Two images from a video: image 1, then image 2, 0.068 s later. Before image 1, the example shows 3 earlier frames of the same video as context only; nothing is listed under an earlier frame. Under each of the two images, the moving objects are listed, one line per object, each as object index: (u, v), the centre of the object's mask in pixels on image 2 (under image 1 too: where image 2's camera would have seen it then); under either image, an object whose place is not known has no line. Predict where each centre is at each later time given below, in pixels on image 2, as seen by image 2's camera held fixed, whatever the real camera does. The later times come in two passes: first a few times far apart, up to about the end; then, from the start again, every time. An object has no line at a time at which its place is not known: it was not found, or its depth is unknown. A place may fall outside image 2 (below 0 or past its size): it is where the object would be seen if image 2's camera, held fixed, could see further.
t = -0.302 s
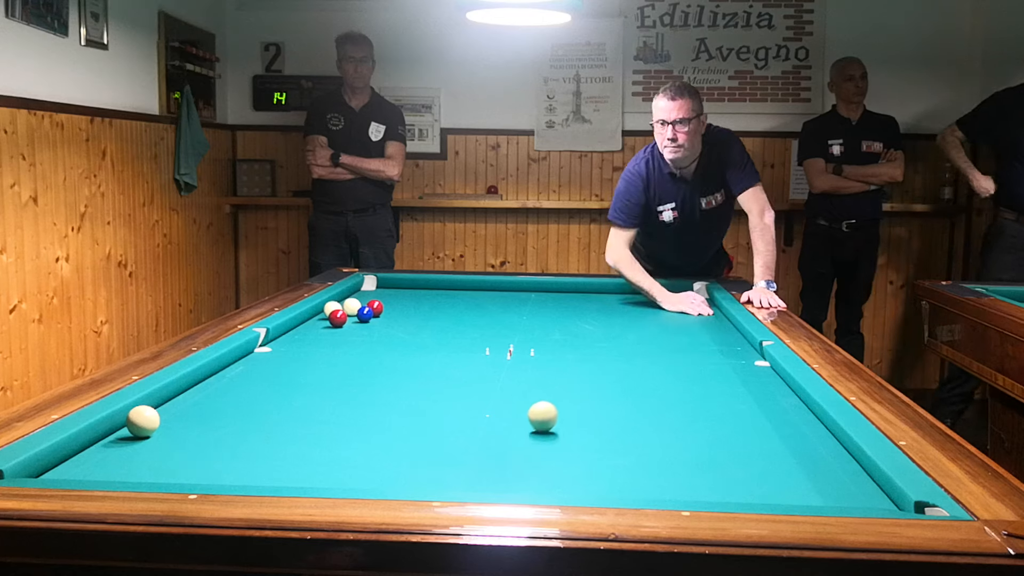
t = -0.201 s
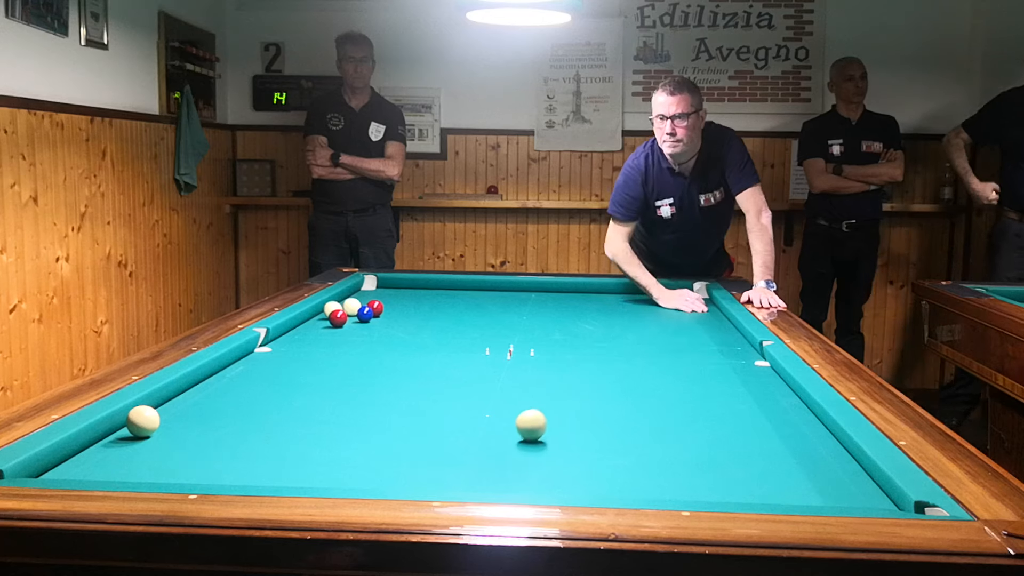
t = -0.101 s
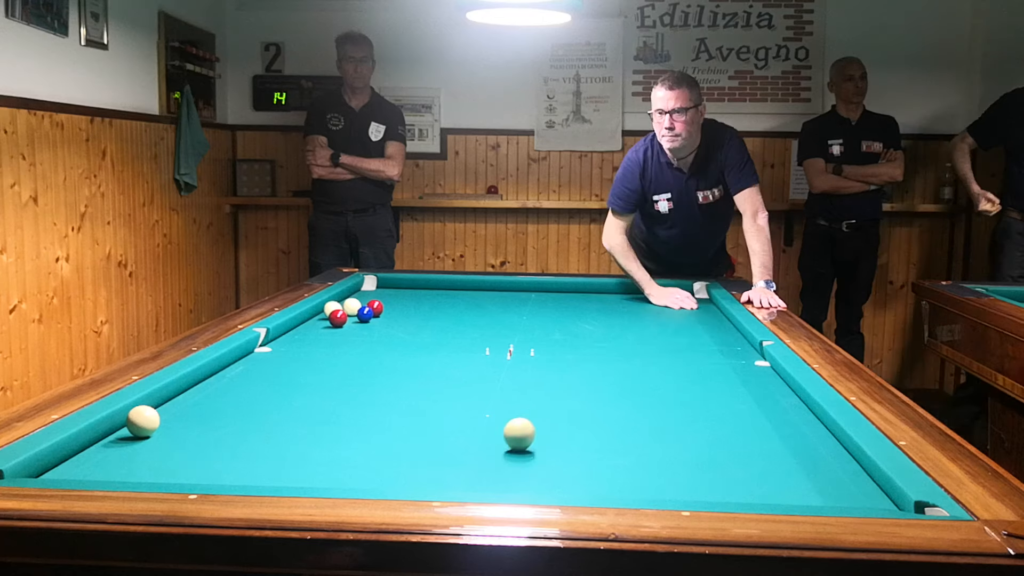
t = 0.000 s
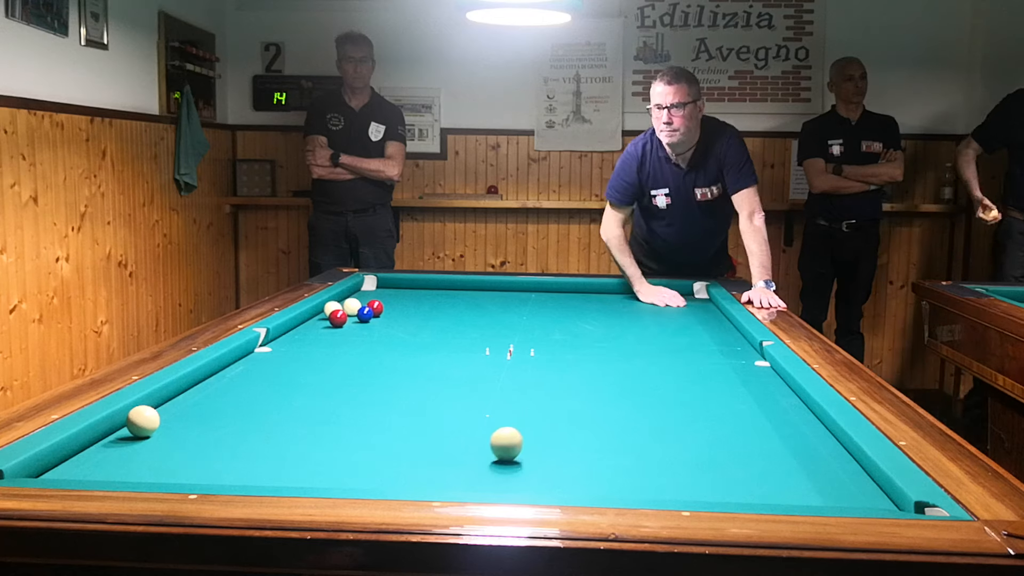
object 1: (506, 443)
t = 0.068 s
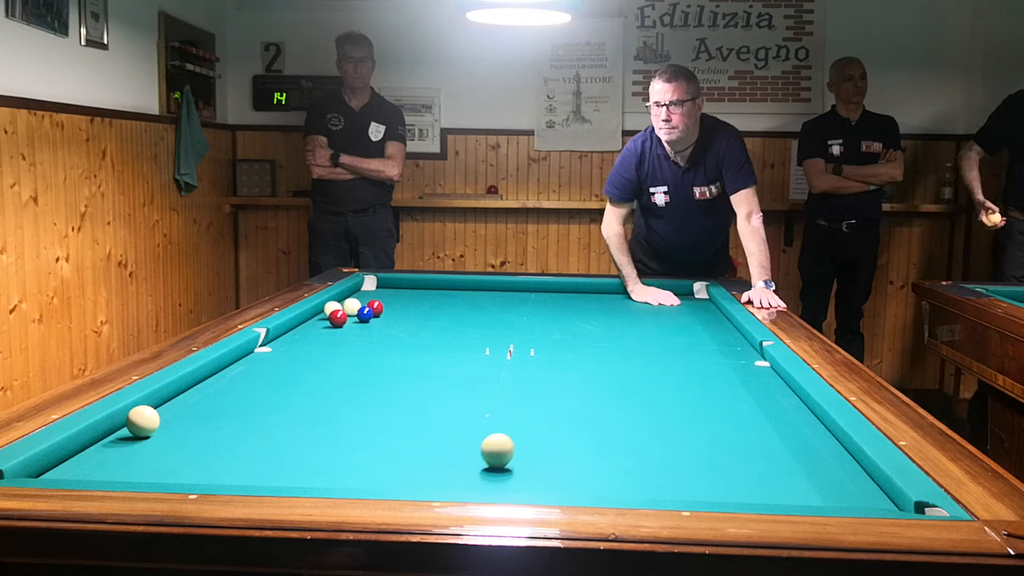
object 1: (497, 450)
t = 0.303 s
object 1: (462, 475)
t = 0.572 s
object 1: (426, 484)
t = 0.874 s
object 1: (416, 471)
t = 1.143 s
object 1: (410, 453)
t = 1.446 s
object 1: (403, 436)
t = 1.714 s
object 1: (399, 422)
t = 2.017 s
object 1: (394, 409)
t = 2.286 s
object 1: (391, 399)
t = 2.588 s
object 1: (388, 388)
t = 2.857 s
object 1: (385, 380)
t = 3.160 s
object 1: (383, 372)
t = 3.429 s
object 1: (381, 365)
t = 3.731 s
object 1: (379, 358)
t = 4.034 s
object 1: (377, 352)
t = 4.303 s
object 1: (376, 347)
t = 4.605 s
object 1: (375, 343)
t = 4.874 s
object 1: (374, 339)
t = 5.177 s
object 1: (374, 335)
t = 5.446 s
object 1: (374, 332)
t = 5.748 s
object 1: (374, 329)
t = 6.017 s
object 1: (374, 326)
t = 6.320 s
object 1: (374, 324)
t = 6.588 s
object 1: (374, 322)
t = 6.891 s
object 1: (375, 320)
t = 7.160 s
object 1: (376, 318)
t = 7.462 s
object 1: (377, 317)
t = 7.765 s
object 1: (378, 316)
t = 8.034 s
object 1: (379, 315)
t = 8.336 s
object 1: (380, 314)
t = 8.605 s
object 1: (381, 314)
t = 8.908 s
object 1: (381, 313)
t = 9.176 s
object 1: (381, 313)
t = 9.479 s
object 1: (381, 313)
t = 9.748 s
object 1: (381, 313)
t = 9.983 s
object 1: (381, 313)
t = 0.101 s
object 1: (493, 454)
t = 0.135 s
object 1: (488, 457)
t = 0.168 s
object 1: (483, 461)
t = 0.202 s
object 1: (478, 465)
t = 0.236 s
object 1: (473, 469)
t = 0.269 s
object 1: (468, 473)
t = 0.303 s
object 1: (462, 475)
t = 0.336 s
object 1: (457, 477)
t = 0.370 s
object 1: (452, 479)
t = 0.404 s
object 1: (446, 481)
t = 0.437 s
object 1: (440, 483)
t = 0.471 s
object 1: (435, 486)
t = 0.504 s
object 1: (428, 487)
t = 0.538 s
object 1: (427, 486)
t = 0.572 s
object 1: (426, 484)
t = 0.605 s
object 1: (425, 482)
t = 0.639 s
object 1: (424, 481)
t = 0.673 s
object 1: (423, 480)
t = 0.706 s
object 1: (422, 479)
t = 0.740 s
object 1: (421, 477)
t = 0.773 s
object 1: (420, 476)
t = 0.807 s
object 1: (419, 474)
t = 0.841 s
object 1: (417, 473)
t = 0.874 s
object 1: (416, 471)
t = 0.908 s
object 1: (416, 469)
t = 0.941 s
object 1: (414, 466)
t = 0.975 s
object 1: (414, 464)
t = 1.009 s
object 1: (413, 462)
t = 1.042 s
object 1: (412, 460)
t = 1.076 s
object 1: (411, 457)
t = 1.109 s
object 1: (410, 455)
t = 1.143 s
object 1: (410, 453)
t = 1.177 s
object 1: (409, 451)
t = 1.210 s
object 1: (408, 449)
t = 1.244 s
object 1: (407, 447)
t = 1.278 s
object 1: (407, 445)
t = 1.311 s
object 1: (406, 443)
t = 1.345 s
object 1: (405, 441)
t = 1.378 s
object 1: (404, 439)
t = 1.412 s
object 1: (404, 437)
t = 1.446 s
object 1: (403, 436)
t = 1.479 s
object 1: (402, 434)
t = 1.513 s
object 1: (402, 432)
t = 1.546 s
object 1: (401, 430)
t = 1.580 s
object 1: (401, 429)
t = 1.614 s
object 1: (400, 427)
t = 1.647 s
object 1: (400, 425)
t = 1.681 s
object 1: (399, 424)
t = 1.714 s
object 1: (399, 422)
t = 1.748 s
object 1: (398, 421)
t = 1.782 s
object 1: (397, 419)
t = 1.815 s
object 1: (397, 418)
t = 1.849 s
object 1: (396, 416)
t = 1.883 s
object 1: (396, 415)
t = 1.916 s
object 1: (395, 413)
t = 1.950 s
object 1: (395, 412)
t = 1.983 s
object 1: (395, 410)
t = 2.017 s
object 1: (394, 409)
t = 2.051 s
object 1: (394, 408)
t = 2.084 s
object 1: (393, 406)
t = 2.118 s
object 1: (393, 405)
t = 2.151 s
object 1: (392, 404)
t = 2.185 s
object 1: (392, 402)
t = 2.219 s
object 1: (391, 401)
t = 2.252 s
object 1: (391, 400)
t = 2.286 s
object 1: (391, 399)
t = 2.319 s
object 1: (390, 397)
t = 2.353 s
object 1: (390, 396)
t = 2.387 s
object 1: (390, 395)
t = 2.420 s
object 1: (389, 394)
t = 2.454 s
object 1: (389, 393)
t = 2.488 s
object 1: (388, 391)
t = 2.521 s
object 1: (388, 390)
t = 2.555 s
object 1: (388, 389)
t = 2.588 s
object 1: (388, 388)
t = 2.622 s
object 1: (387, 387)
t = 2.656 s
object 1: (387, 386)
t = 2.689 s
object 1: (387, 385)
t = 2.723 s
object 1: (386, 384)
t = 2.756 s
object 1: (386, 383)
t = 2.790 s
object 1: (386, 382)
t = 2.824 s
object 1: (386, 381)
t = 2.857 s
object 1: (385, 380)
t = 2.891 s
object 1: (385, 379)
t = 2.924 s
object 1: (385, 378)
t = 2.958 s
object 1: (384, 377)
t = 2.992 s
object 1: (384, 376)
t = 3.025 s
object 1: (384, 375)
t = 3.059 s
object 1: (384, 374)
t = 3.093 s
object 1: (383, 373)
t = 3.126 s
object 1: (383, 372)
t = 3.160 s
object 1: (383, 372)
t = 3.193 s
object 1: (383, 371)
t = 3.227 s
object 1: (382, 370)
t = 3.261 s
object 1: (382, 369)
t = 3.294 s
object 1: (382, 368)
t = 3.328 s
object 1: (382, 367)
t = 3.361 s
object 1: (381, 367)
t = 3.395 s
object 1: (381, 366)
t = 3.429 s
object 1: (381, 365)
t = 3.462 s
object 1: (381, 364)
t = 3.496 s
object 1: (380, 363)
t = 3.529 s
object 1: (380, 363)
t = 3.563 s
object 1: (380, 362)
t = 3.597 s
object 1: (380, 361)
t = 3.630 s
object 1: (379, 360)
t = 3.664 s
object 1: (379, 360)
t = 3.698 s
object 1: (379, 359)
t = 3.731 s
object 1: (379, 358)
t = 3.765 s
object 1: (379, 358)
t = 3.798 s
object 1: (378, 357)
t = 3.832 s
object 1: (378, 356)
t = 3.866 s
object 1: (378, 356)
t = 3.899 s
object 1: (378, 355)
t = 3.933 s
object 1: (378, 354)
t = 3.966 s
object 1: (378, 354)
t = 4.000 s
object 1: (377, 353)
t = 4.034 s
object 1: (377, 352)
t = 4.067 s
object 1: (377, 352)
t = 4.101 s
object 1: (377, 351)
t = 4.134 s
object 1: (377, 351)
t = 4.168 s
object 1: (377, 350)
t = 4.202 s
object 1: (376, 349)
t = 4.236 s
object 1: (376, 348)
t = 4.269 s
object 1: (376, 348)
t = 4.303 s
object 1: (376, 347)
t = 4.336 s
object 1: (376, 347)
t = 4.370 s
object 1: (376, 346)
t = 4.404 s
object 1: (376, 346)
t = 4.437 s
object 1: (376, 345)
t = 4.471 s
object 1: (376, 345)
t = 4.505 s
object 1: (376, 344)
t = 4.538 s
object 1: (375, 344)
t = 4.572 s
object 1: (375, 343)
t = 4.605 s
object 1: (375, 343)
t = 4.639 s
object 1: (375, 342)
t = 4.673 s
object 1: (375, 342)
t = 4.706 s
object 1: (375, 341)
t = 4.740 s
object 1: (375, 341)
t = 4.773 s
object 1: (375, 340)
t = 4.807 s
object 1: (375, 340)
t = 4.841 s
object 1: (375, 339)
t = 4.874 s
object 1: (374, 339)
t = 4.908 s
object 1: (374, 338)
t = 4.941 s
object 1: (374, 338)
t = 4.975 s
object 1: (374, 338)
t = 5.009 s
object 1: (374, 337)
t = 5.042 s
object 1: (374, 337)
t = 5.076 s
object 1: (374, 336)
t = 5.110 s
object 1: (374, 336)
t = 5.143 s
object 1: (374, 335)
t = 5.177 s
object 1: (374, 335)
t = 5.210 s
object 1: (374, 335)
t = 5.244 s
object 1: (374, 334)
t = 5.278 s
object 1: (374, 334)
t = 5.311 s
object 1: (374, 333)
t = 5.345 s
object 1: (374, 333)
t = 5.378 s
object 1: (374, 333)
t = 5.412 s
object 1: (374, 332)
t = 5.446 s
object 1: (374, 332)
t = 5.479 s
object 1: (374, 332)
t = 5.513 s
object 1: (374, 331)
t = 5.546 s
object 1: (374, 331)
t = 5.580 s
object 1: (374, 330)
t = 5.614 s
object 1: (374, 330)
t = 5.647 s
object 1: (374, 330)
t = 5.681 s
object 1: (374, 329)
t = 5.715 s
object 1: (374, 329)
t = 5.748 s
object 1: (374, 329)
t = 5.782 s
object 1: (374, 328)
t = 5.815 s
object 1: (373, 328)
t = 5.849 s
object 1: (374, 328)
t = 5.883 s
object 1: (374, 327)
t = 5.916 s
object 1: (374, 327)
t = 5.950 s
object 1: (374, 327)
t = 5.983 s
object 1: (373, 326)
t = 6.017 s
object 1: (374, 326)
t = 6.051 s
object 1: (373, 326)
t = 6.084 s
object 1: (374, 326)
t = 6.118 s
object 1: (374, 325)
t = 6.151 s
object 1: (374, 325)
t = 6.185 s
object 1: (374, 325)
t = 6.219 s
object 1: (374, 324)
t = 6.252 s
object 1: (374, 324)
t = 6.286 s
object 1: (374, 324)
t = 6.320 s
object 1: (374, 324)
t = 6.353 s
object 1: (374, 323)
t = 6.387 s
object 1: (374, 323)
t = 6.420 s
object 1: (374, 323)
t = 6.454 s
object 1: (374, 323)
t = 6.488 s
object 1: (374, 322)
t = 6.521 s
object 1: (374, 322)
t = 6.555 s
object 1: (374, 322)
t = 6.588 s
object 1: (374, 322)
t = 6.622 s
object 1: (374, 321)
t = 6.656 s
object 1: (374, 321)
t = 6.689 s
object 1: (375, 321)
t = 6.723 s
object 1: (375, 321)
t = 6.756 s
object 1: (375, 321)
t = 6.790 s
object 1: (375, 320)
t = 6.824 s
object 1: (375, 320)
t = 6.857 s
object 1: (375, 320)
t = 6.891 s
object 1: (375, 320)
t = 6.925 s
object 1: (375, 320)
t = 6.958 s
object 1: (375, 319)
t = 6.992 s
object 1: (375, 319)
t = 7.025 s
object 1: (375, 319)
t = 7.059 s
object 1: (375, 319)
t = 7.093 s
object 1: (376, 319)
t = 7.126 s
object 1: (376, 318)
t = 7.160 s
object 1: (376, 318)
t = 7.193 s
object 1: (376, 318)
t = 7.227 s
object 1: (376, 318)
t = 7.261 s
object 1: (376, 318)
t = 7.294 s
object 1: (376, 318)
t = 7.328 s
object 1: (377, 317)
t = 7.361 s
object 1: (377, 317)
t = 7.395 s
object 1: (377, 317)
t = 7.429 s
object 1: (377, 317)
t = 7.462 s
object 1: (377, 317)
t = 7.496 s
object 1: (377, 317)
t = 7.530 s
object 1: (377, 317)
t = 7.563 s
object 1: (377, 316)
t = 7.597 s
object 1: (377, 316)
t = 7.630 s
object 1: (378, 316)
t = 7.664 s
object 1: (378, 316)
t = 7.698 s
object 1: (378, 316)
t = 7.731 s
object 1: (378, 316)
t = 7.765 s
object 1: (378, 316)
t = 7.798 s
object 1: (378, 315)
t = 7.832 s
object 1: (378, 316)
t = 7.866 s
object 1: (378, 315)
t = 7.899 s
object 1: (378, 315)
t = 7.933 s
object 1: (378, 315)
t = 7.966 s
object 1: (378, 315)
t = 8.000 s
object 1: (378, 315)
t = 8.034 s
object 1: (379, 315)
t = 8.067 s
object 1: (379, 315)
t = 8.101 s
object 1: (379, 314)
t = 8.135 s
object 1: (379, 314)
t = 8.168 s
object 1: (379, 314)
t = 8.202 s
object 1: (380, 314)
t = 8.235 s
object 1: (380, 314)
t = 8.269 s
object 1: (380, 314)
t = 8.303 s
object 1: (380, 314)
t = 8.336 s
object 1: (380, 314)
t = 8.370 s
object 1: (381, 314)
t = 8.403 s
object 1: (381, 314)
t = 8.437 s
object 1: (381, 314)
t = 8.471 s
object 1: (381, 314)
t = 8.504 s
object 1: (381, 314)
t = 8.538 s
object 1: (381, 314)
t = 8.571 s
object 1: (381, 313)
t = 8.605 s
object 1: (381, 314)
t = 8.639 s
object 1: (381, 314)
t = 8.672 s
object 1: (381, 313)
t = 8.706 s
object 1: (381, 313)
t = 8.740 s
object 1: (381, 313)
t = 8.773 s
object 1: (381, 313)
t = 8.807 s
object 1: (381, 313)
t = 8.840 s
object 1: (381, 313)
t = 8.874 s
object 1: (381, 313)
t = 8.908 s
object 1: (381, 313)
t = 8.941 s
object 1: (381, 313)
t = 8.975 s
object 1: (381, 313)
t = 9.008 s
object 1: (381, 313)
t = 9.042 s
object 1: (381, 313)
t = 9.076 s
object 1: (381, 313)
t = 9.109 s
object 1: (381, 313)
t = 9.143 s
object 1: (381, 313)
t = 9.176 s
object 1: (381, 313)
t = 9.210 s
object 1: (381, 313)
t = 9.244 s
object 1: (381, 313)
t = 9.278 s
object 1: (381, 313)
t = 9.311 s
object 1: (381, 313)
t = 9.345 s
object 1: (381, 313)
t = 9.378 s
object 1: (381, 313)
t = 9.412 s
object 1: (381, 313)
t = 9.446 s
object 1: (381, 313)
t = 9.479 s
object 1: (381, 313)
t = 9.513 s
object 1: (381, 313)
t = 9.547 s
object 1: (381, 313)
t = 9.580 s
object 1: (381, 313)
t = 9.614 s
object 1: (381, 313)
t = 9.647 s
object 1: (381, 313)
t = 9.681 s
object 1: (381, 313)
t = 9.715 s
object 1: (381, 313)
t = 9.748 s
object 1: (381, 313)
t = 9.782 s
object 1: (381, 313)
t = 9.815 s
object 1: (381, 313)
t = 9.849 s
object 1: (381, 313)
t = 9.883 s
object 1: (381, 313)
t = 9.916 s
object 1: (381, 313)
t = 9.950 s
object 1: (381, 313)
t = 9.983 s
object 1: (381, 313)
